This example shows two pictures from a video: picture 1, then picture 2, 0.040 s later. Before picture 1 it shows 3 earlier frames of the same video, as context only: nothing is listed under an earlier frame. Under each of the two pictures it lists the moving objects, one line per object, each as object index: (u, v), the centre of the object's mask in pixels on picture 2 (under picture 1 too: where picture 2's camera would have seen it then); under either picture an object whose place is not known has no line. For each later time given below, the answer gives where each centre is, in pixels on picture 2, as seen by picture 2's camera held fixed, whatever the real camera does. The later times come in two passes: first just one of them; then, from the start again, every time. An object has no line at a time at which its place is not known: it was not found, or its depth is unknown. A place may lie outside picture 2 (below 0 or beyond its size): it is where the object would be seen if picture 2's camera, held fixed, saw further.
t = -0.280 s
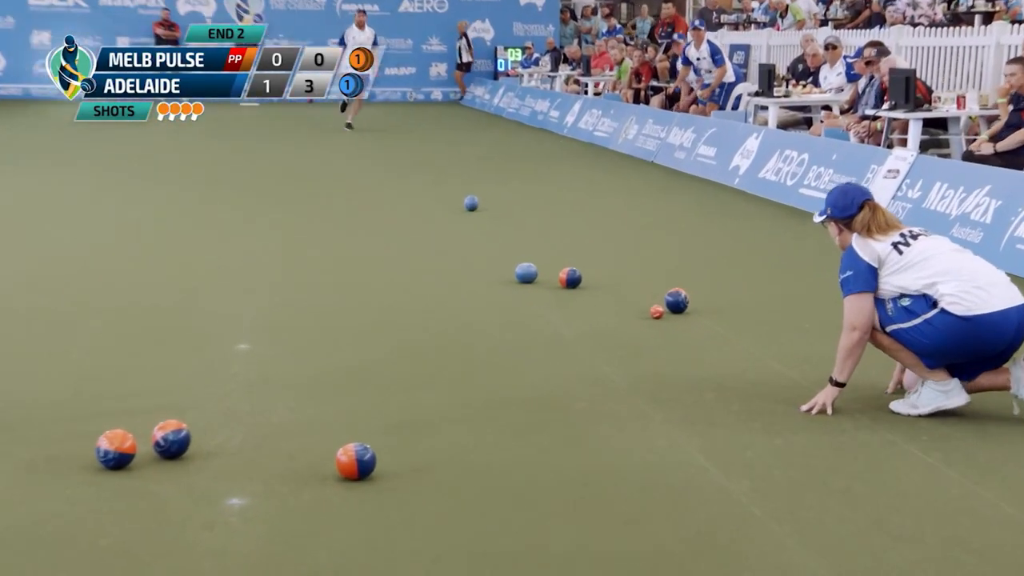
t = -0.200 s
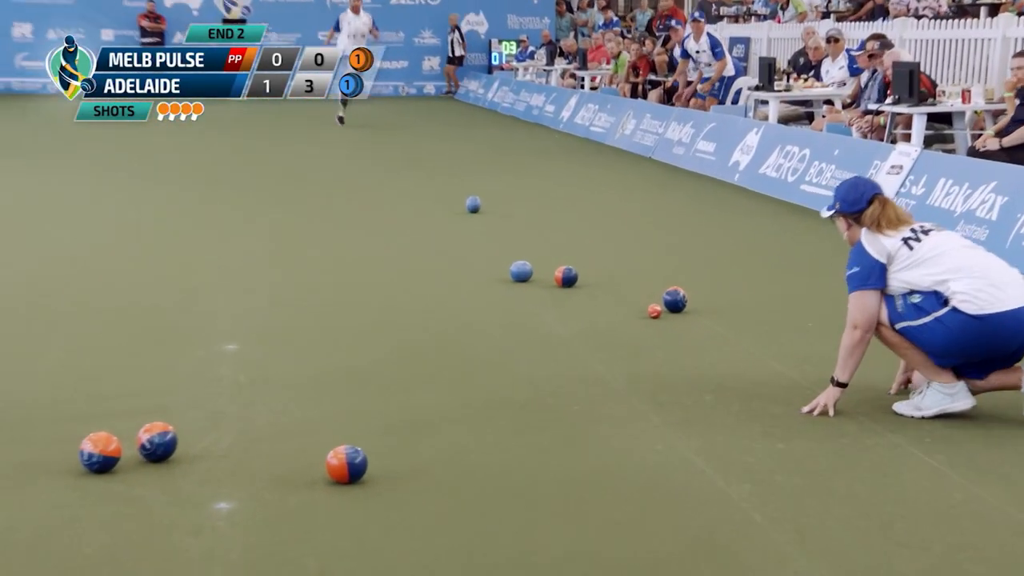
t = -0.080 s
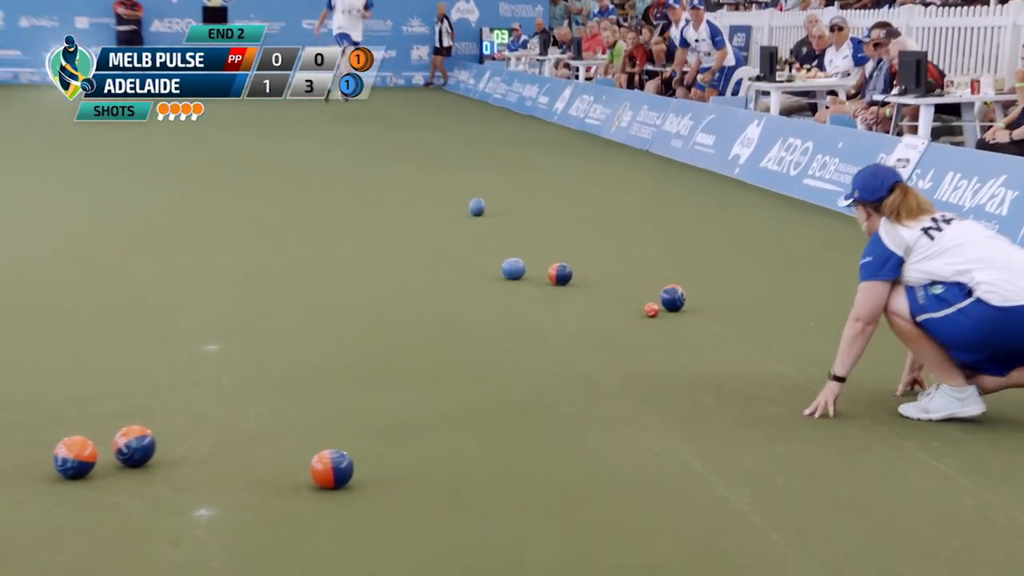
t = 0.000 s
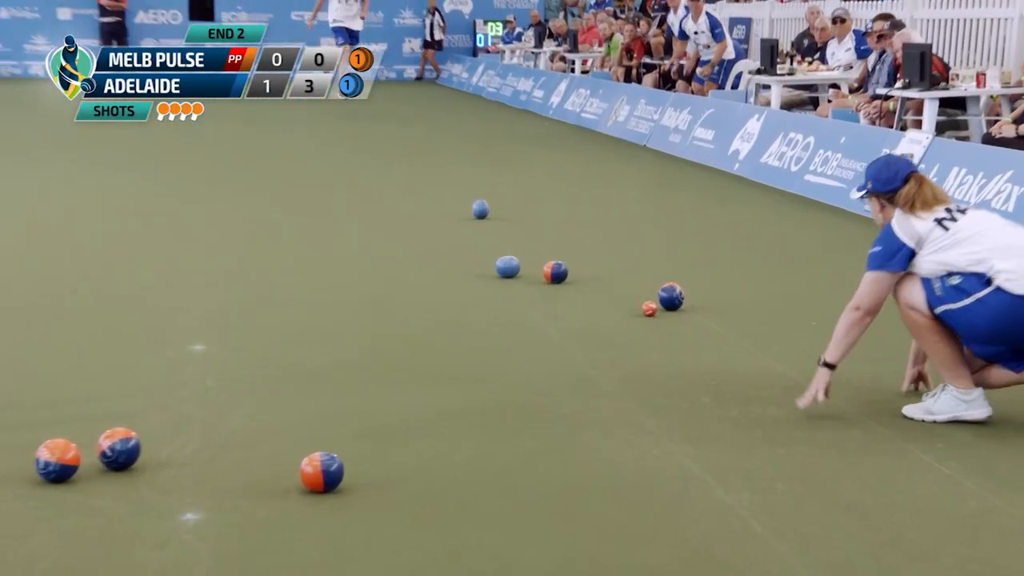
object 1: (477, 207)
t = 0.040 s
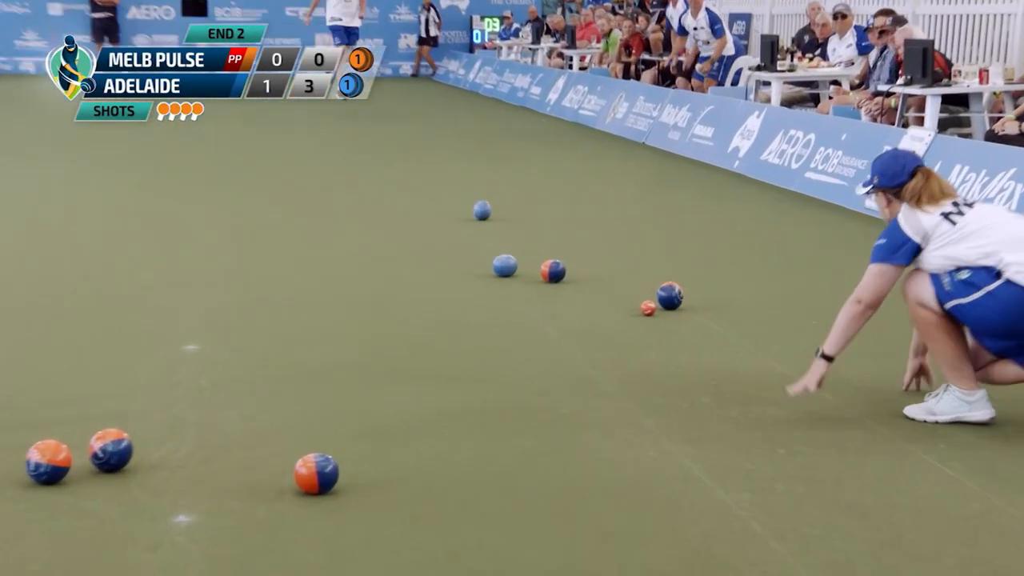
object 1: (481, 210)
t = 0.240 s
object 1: (503, 227)
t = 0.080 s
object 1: (486, 214)
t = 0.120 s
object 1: (490, 217)
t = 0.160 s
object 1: (494, 220)
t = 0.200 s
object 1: (498, 223)
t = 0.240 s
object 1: (503, 227)
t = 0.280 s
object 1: (508, 231)
